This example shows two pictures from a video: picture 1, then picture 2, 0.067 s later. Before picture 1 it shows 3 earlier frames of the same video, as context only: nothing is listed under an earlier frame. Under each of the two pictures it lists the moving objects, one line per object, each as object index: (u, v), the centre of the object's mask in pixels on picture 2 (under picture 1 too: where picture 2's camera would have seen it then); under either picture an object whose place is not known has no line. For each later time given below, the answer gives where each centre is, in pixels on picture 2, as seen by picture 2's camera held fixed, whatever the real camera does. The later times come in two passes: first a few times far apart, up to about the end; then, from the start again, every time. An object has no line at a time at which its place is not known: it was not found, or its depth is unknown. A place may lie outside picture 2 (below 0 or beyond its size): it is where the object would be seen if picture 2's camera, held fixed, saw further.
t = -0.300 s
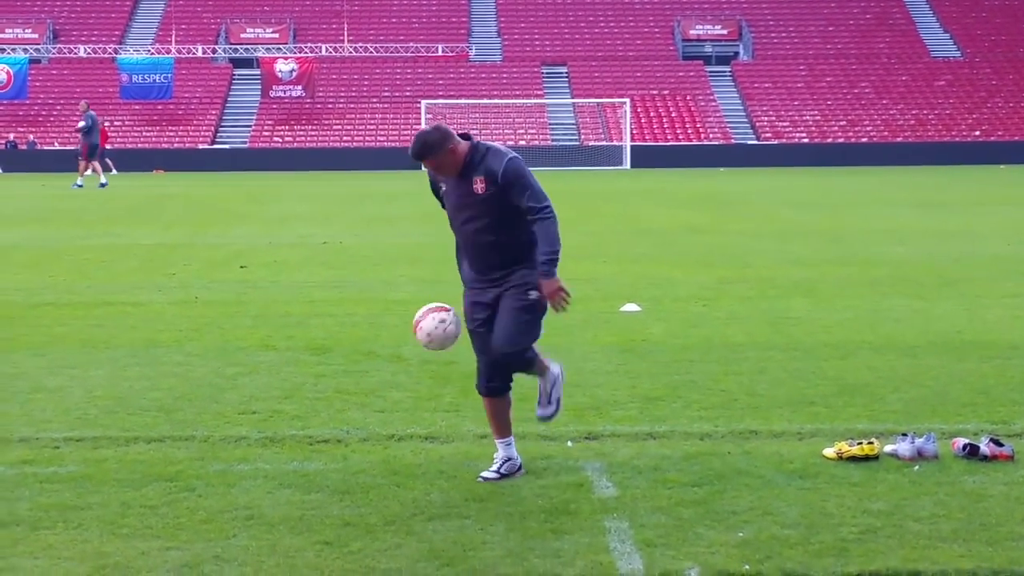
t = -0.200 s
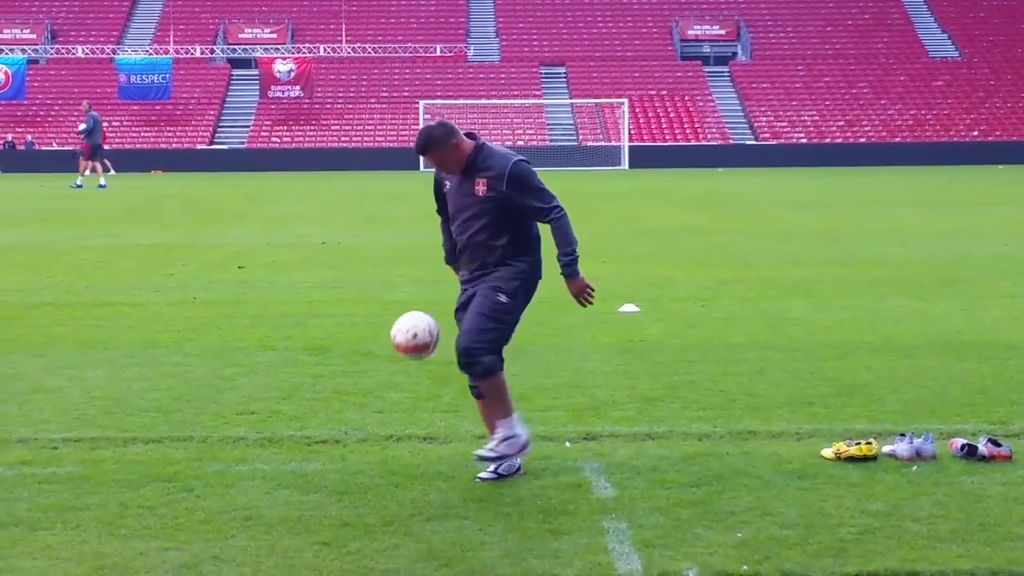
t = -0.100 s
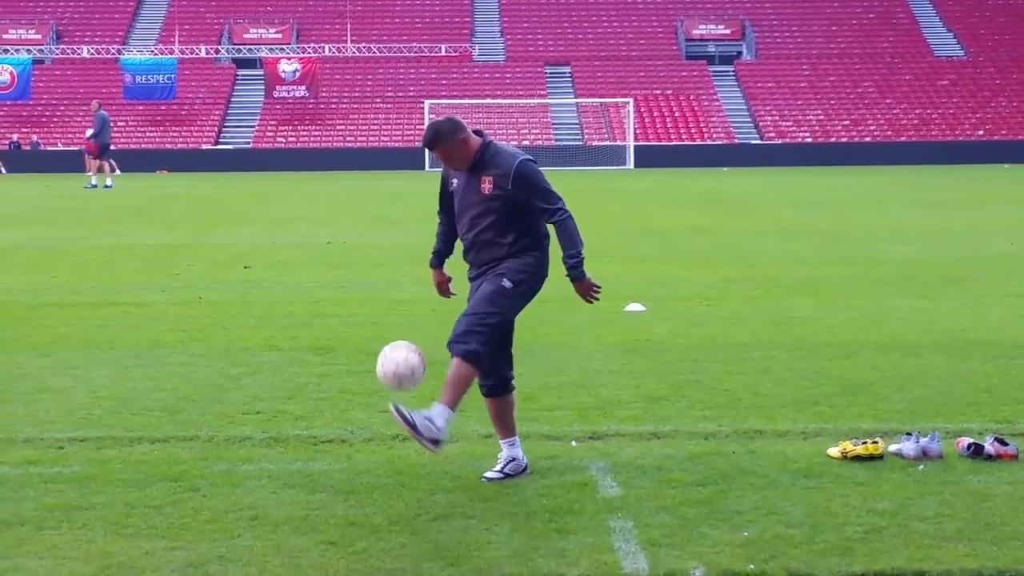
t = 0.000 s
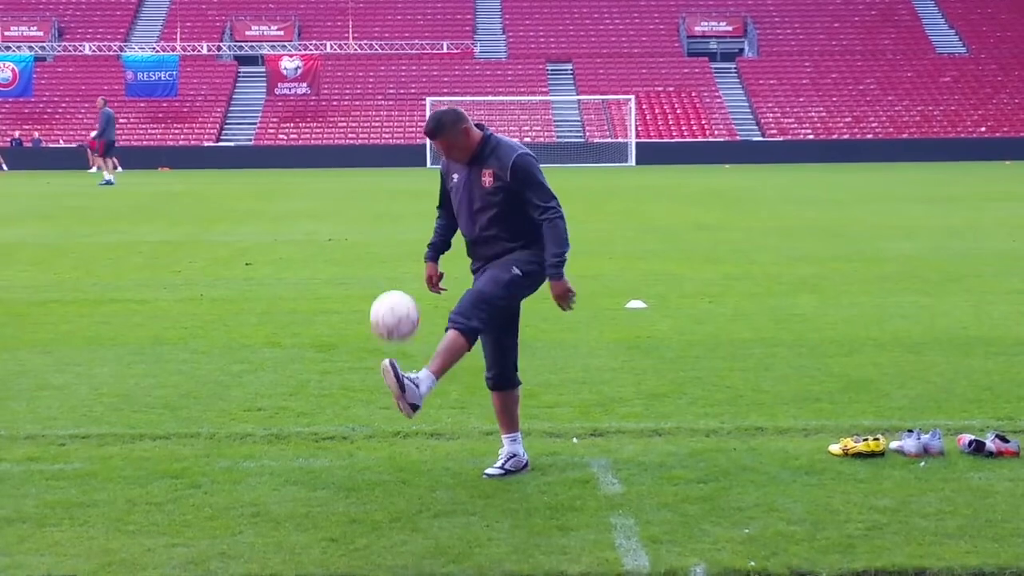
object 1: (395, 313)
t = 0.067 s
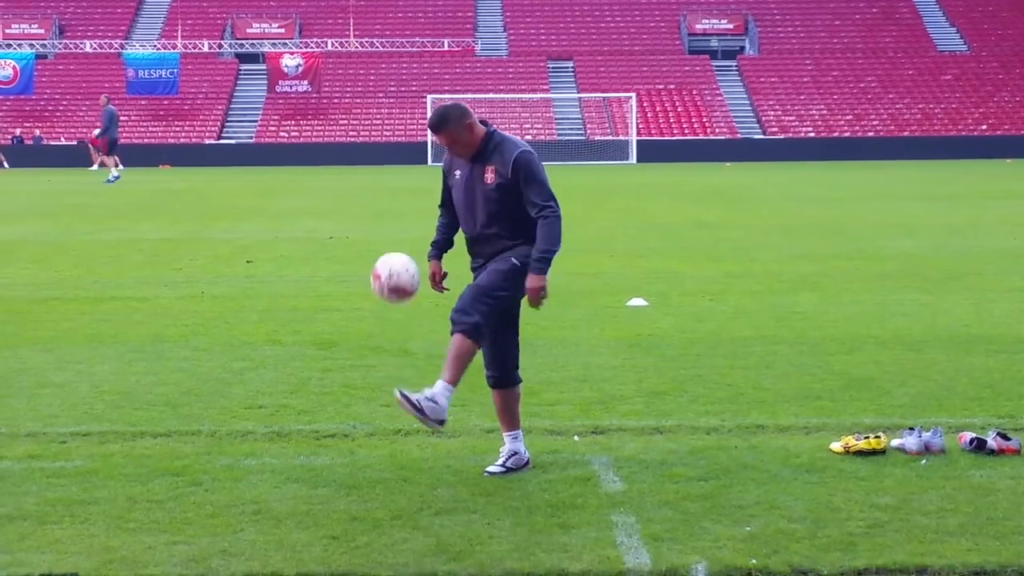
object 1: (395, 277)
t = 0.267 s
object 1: (393, 227)
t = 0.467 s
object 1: (390, 262)
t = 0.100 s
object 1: (394, 263)
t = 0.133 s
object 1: (394, 251)
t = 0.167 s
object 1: (394, 242)
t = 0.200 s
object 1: (393, 234)
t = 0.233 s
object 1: (393, 229)
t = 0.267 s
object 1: (393, 227)
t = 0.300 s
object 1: (392, 227)
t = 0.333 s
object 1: (392, 229)
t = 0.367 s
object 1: (391, 233)
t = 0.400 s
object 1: (391, 241)
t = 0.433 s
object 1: (390, 250)
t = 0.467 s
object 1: (390, 262)
